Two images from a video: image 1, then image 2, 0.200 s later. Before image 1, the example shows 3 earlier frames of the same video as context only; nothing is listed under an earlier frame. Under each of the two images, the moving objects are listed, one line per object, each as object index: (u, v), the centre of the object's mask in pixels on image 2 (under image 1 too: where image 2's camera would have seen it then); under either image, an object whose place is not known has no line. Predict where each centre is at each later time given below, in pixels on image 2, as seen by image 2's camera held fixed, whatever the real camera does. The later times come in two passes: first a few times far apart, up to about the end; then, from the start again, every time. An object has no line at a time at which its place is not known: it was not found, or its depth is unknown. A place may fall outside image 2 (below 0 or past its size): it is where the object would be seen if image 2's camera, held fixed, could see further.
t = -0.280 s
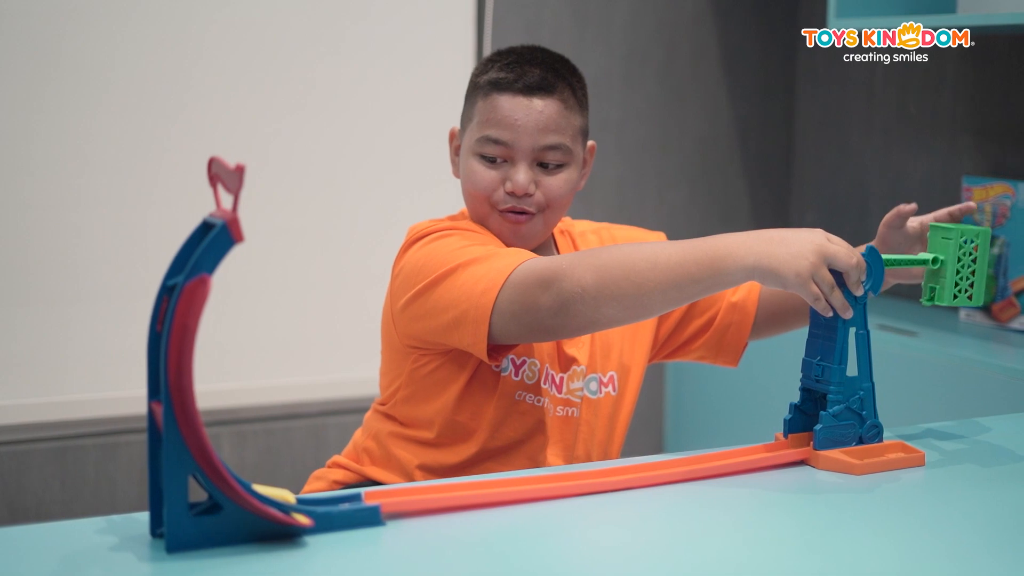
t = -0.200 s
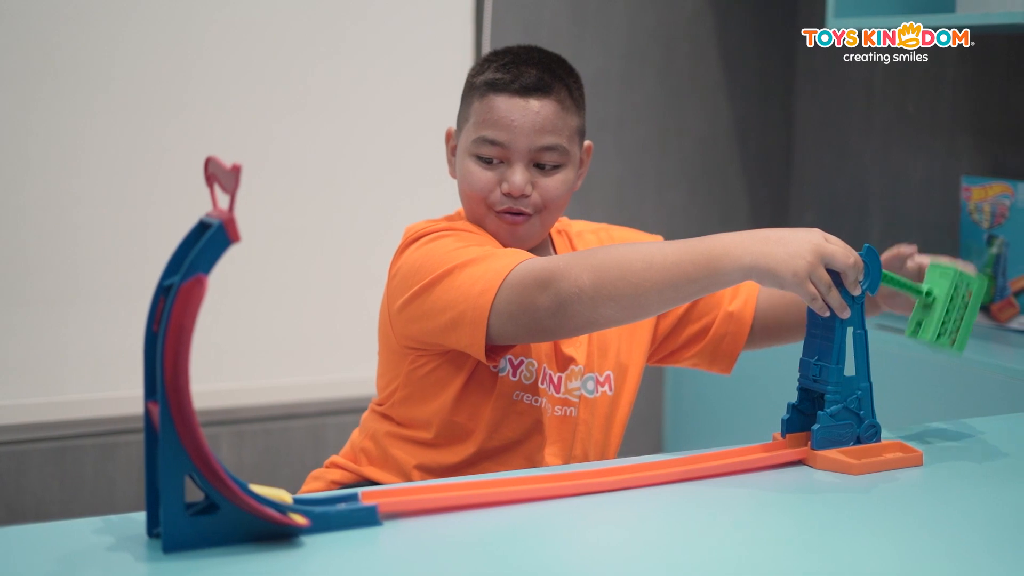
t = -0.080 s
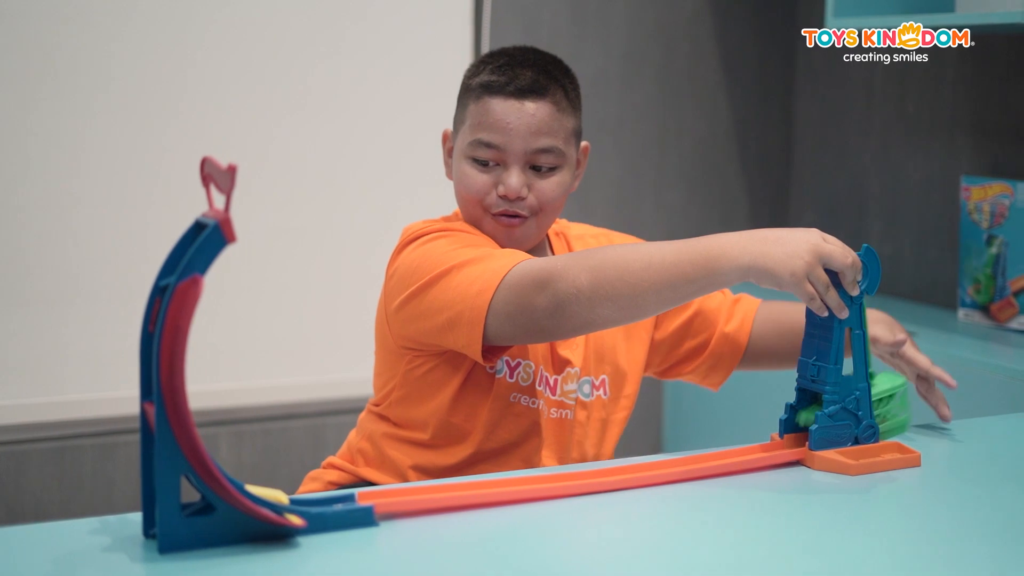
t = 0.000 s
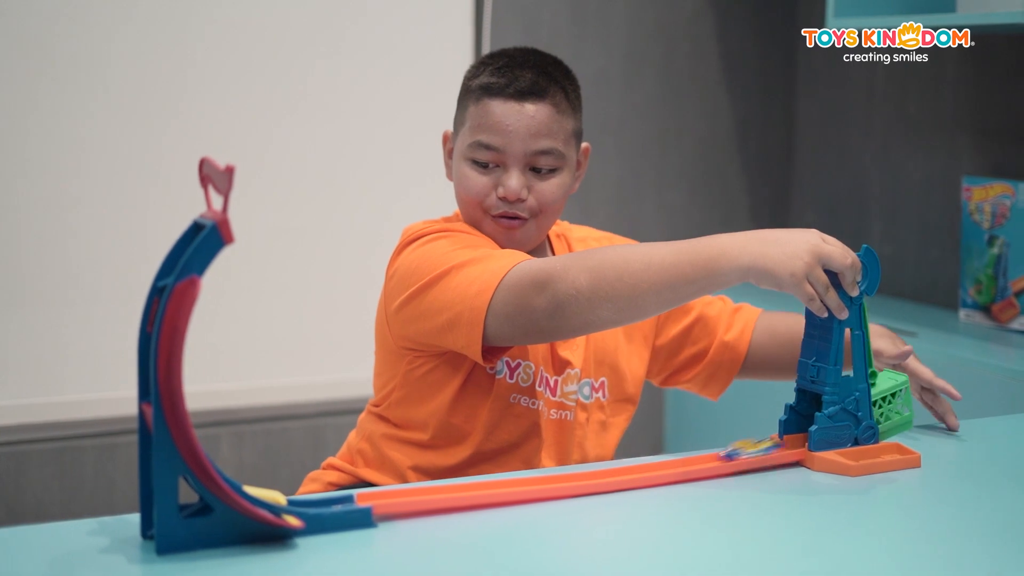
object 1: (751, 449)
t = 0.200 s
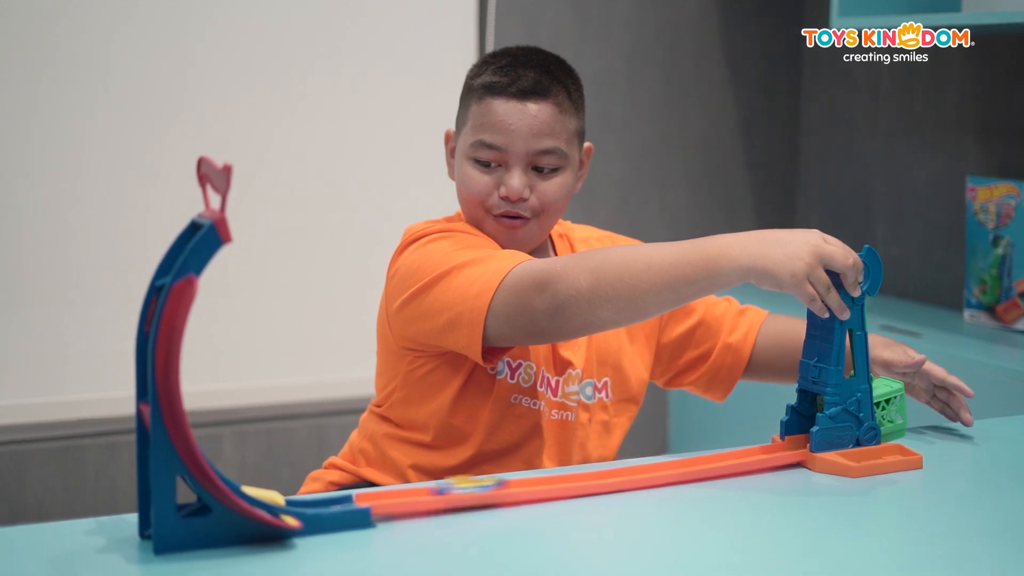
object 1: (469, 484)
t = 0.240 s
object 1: (405, 491)
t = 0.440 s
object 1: (236, 476)
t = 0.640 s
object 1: (323, 498)
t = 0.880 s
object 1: (498, 482)
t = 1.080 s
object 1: (631, 468)
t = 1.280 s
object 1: (742, 451)
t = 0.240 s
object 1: (405, 491)
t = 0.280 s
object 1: (342, 497)
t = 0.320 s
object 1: (293, 497)
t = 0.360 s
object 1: (259, 488)
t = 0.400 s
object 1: (242, 480)
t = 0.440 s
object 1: (236, 476)
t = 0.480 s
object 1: (239, 479)
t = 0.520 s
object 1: (249, 484)
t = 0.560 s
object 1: (267, 492)
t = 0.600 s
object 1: (292, 497)
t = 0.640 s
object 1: (323, 498)
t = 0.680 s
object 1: (352, 496)
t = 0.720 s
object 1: (381, 493)
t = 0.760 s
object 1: (412, 489)
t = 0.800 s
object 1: (440, 486)
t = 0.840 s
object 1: (470, 484)
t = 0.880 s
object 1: (498, 482)
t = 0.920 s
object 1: (526, 479)
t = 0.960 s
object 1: (553, 477)
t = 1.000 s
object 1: (580, 474)
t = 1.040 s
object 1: (606, 471)
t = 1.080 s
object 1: (631, 468)
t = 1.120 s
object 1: (656, 465)
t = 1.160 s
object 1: (678, 461)
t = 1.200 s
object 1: (701, 458)
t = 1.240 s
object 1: (722, 455)
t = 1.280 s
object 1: (742, 451)
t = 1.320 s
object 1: (761, 449)
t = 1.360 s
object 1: (779, 445)
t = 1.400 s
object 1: (788, 443)
